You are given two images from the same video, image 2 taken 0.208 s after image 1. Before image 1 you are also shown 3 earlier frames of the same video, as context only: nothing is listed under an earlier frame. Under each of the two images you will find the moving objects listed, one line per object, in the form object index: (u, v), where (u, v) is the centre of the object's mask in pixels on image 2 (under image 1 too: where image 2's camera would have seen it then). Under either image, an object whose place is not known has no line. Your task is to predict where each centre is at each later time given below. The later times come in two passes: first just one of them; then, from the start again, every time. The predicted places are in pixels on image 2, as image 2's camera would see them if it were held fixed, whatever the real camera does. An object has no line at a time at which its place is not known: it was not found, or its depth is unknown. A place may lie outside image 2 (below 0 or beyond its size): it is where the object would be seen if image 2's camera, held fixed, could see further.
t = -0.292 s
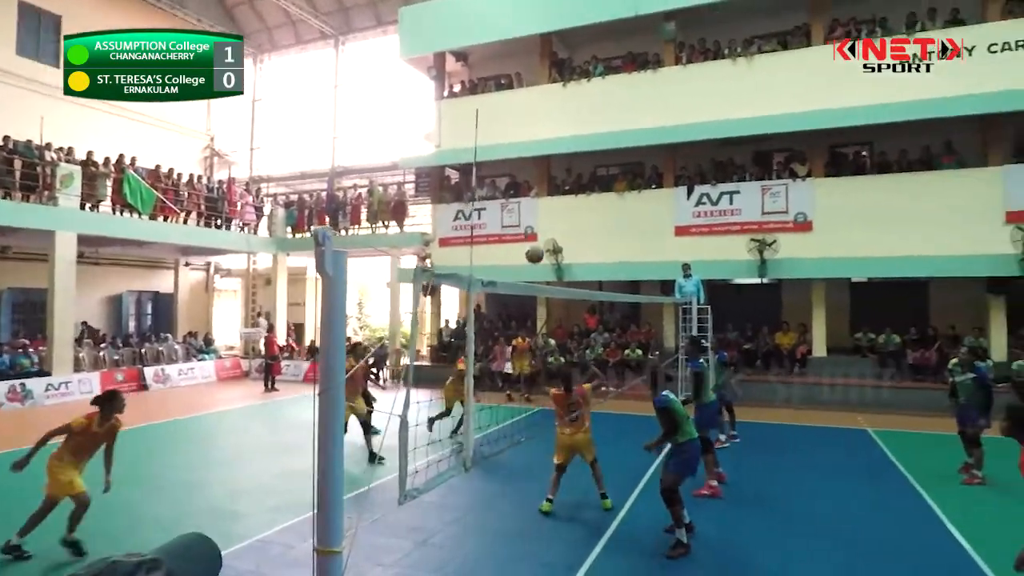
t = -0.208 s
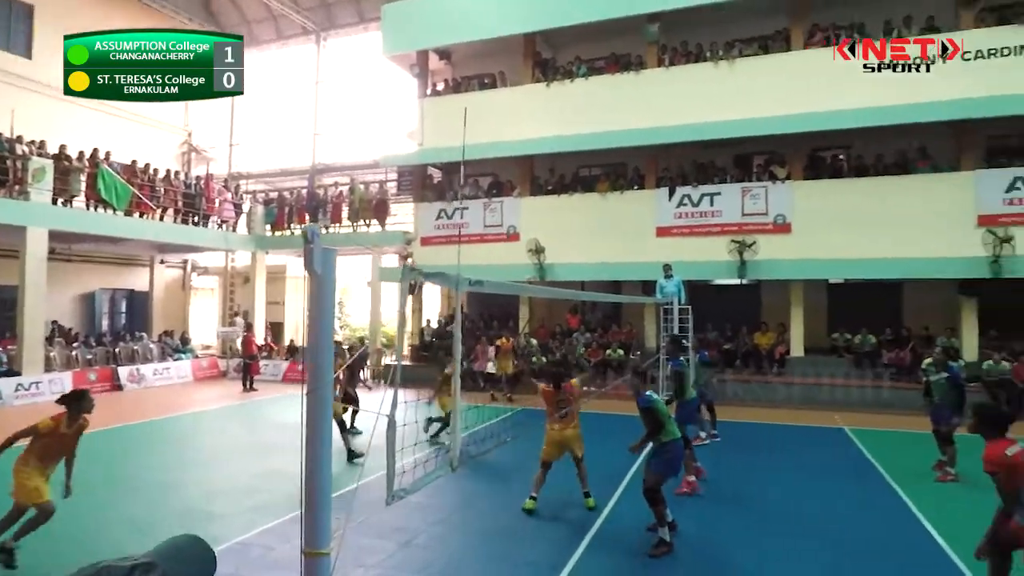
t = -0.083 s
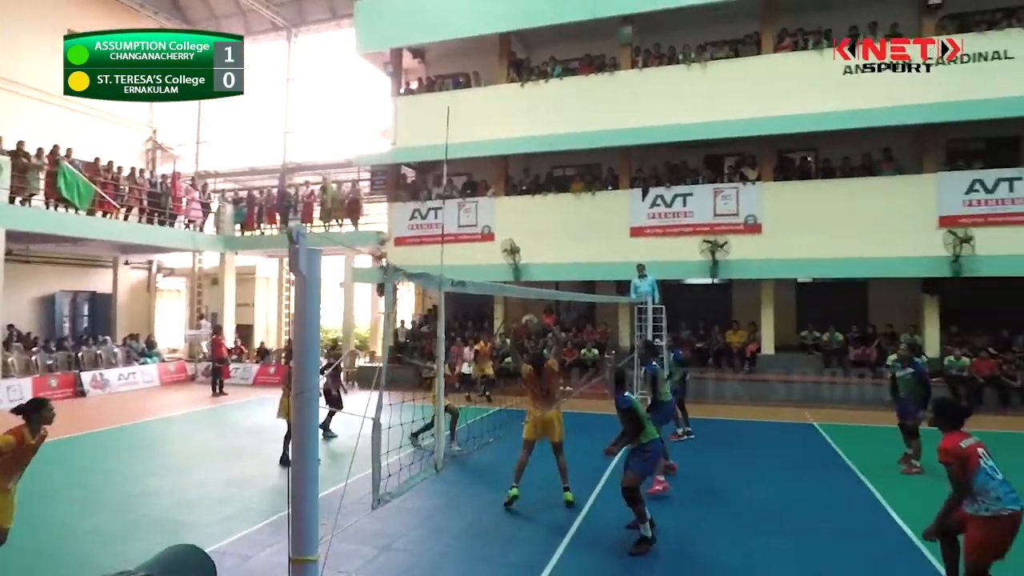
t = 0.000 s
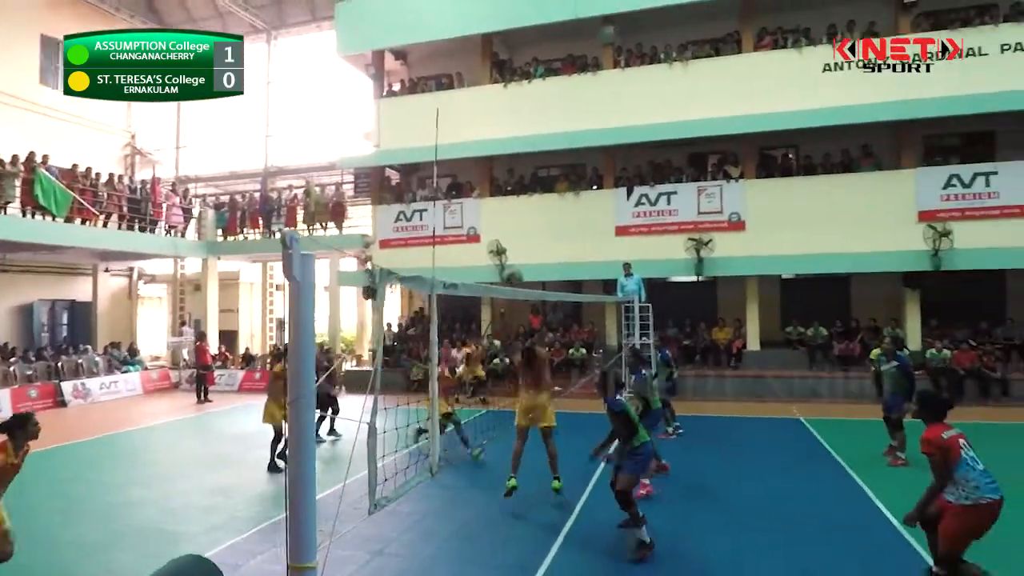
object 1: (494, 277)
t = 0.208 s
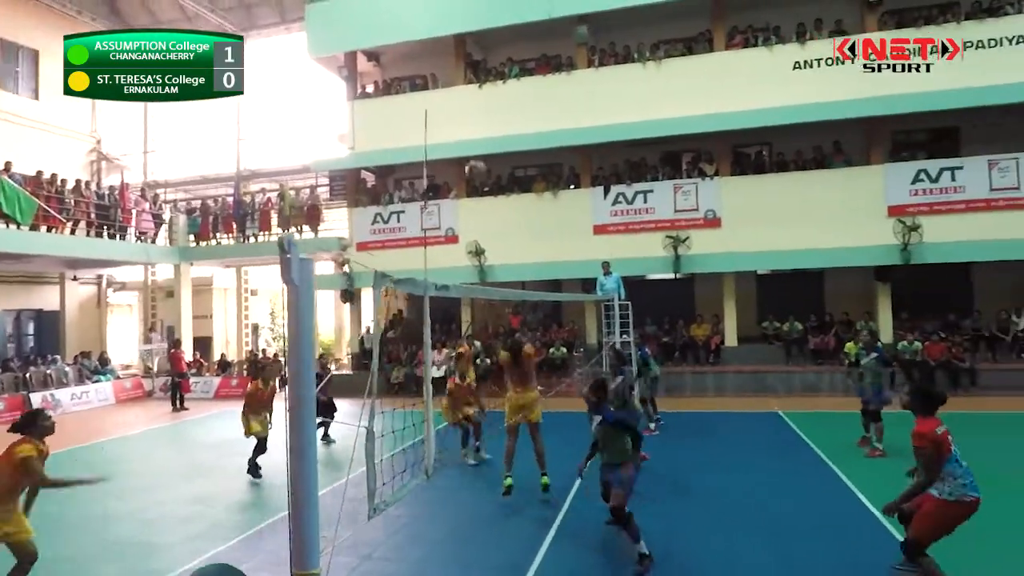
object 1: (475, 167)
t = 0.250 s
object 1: (473, 150)
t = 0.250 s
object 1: (473, 150)
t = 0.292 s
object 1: (471, 138)
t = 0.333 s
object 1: (468, 125)
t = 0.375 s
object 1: (464, 112)
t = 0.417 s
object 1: (462, 103)
